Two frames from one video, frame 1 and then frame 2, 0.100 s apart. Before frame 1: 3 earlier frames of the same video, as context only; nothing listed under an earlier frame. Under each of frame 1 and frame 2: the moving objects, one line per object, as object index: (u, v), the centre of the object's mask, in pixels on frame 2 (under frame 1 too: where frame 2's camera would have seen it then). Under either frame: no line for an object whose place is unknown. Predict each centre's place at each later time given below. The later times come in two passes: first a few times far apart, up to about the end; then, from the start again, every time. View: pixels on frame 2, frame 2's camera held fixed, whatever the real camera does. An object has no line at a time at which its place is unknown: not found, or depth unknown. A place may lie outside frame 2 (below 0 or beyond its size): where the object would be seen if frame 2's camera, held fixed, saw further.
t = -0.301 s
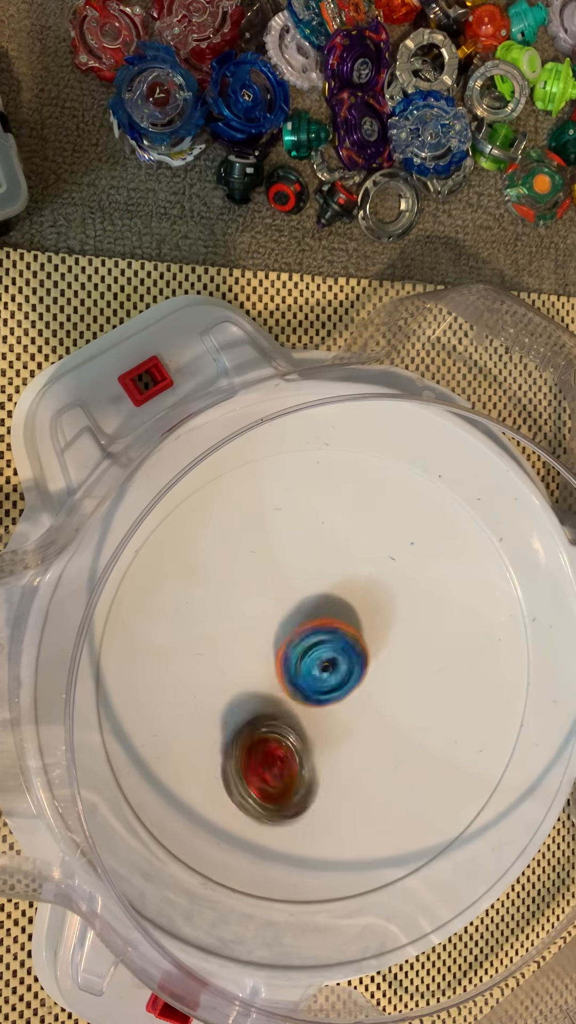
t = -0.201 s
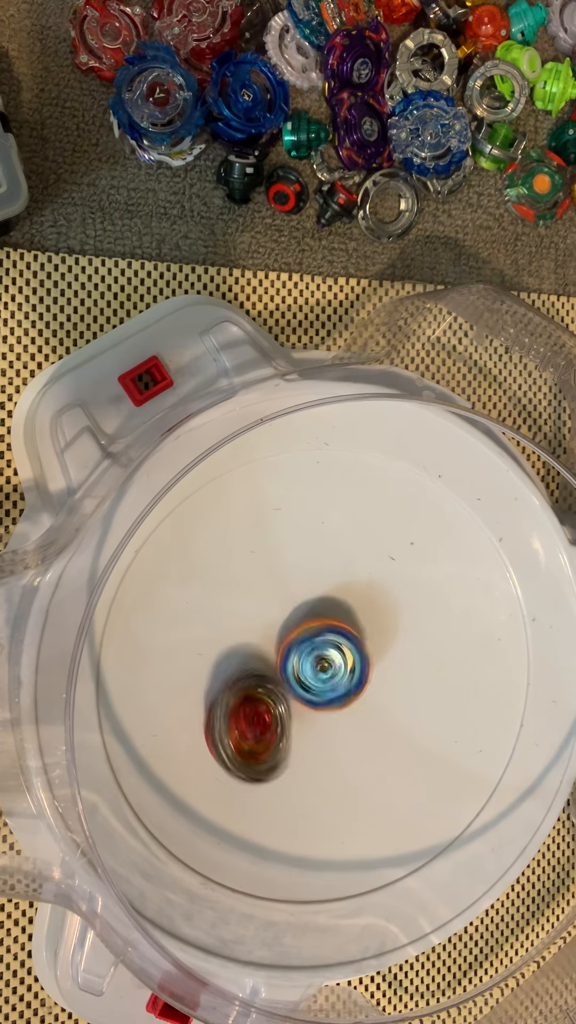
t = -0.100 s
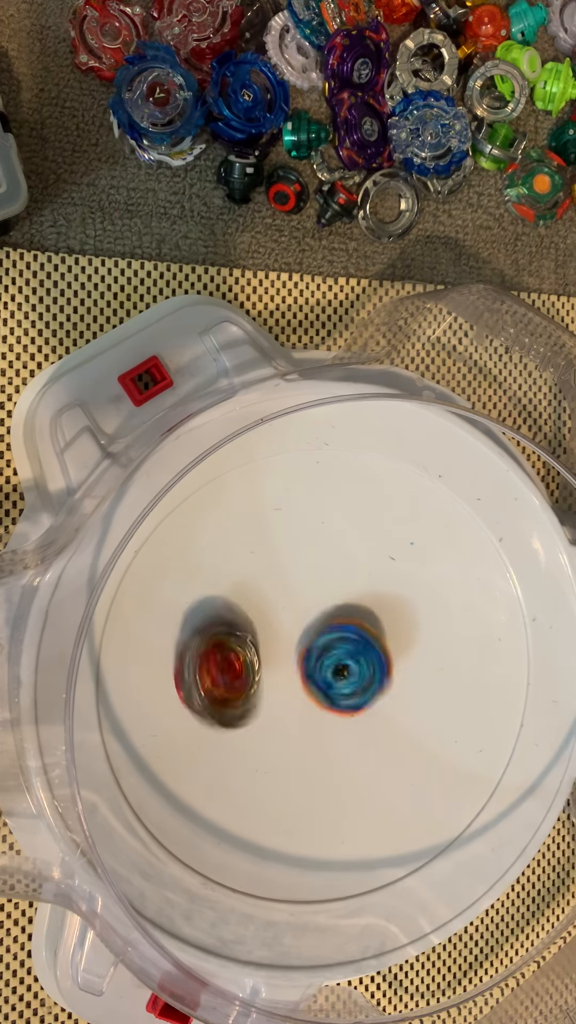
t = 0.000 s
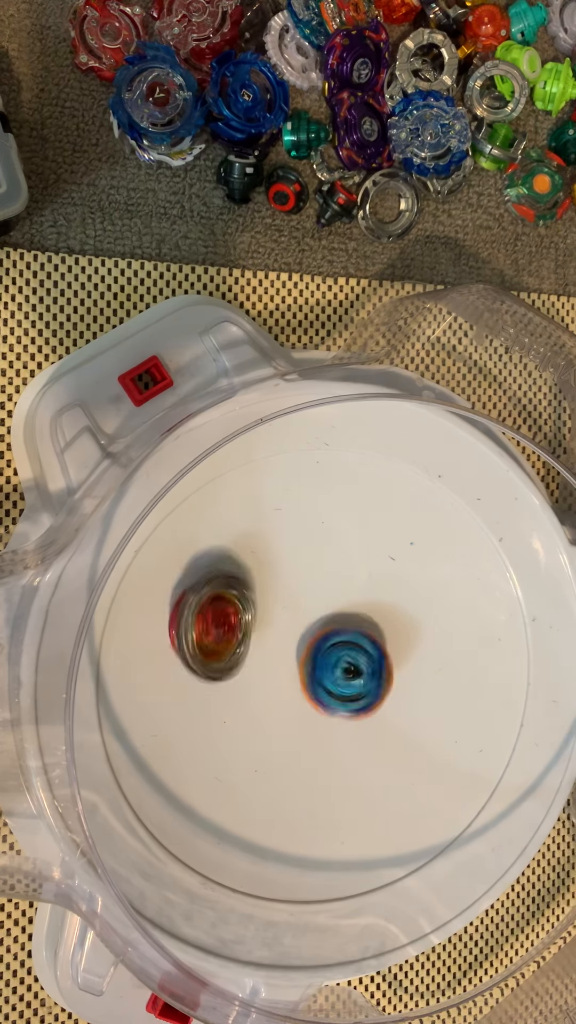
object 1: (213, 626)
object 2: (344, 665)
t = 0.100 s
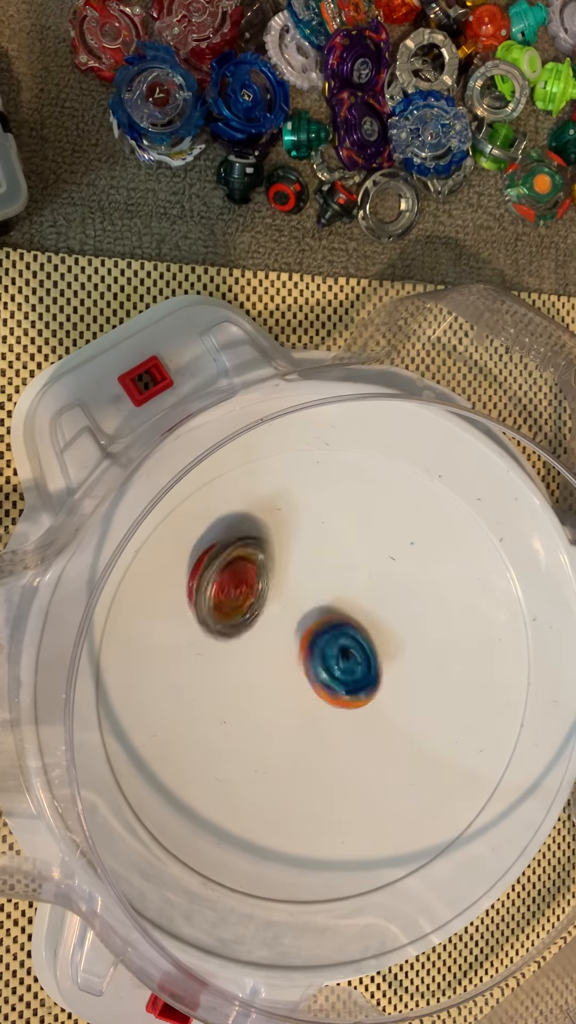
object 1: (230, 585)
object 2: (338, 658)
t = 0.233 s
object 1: (278, 560)
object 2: (330, 648)
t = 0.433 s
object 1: (370, 586)
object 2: (330, 662)
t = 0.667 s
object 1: (440, 681)
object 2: (318, 668)
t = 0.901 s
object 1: (406, 764)
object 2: (319, 660)
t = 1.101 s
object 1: (318, 771)
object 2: (327, 671)
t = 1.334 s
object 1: (228, 702)
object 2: (328, 657)
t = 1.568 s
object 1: (250, 614)
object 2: (316, 665)
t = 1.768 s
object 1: (326, 575)
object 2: (322, 673)
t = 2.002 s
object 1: (406, 612)
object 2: (315, 674)
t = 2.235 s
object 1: (419, 698)
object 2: (320, 669)
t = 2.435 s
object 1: (373, 752)
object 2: (322, 667)
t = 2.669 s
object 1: (280, 749)
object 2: (325, 637)
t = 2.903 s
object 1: (235, 691)
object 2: (337, 634)
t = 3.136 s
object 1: (282, 614)
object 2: (354, 648)
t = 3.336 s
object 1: (348, 595)
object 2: (370, 661)
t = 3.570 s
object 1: (399, 601)
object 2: (362, 667)
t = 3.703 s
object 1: (402, 613)
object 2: (352, 663)
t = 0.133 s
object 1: (241, 575)
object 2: (337, 655)
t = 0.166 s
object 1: (251, 567)
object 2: (334, 653)
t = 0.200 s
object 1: (263, 564)
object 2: (332, 650)
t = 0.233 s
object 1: (278, 560)
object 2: (330, 648)
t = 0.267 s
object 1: (291, 559)
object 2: (330, 646)
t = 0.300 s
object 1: (309, 561)
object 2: (331, 648)
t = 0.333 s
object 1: (322, 562)
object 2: (332, 649)
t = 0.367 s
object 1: (340, 569)
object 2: (332, 655)
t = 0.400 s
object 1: (355, 573)
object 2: (330, 658)
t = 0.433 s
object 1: (370, 586)
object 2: (330, 662)
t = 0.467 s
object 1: (385, 595)
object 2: (331, 662)
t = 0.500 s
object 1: (398, 606)
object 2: (332, 663)
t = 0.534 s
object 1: (412, 620)
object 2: (330, 667)
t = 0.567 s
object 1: (420, 635)
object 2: (327, 669)
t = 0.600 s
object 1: (430, 650)
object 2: (324, 669)
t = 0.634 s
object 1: (436, 664)
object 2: (321, 668)
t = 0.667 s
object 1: (440, 681)
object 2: (318, 668)
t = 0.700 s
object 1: (441, 695)
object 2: (316, 668)
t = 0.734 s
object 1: (442, 710)
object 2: (313, 666)
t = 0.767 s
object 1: (439, 724)
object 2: (313, 664)
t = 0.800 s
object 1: (434, 737)
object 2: (315, 661)
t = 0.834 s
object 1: (425, 746)
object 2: (317, 659)
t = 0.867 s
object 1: (418, 755)
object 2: (319, 659)
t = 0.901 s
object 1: (406, 764)
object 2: (319, 660)
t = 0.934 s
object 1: (394, 769)
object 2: (321, 660)
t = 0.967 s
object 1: (379, 772)
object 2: (324, 661)
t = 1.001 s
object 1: (367, 775)
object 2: (326, 662)
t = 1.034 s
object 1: (351, 778)
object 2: (327, 665)
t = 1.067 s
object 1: (336, 774)
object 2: (328, 669)
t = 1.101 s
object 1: (318, 771)
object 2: (327, 671)
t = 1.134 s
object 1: (304, 766)
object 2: (326, 672)
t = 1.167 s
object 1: (287, 760)
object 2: (327, 672)
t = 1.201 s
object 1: (273, 750)
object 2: (327, 671)
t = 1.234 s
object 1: (258, 739)
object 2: (329, 668)
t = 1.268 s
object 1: (247, 726)
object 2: (329, 663)
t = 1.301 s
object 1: (236, 716)
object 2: (330, 659)
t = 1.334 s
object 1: (228, 702)
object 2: (328, 657)
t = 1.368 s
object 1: (224, 690)
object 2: (327, 655)
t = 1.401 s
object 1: (222, 674)
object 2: (327, 654)
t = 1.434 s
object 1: (224, 663)
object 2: (326, 654)
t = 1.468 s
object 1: (225, 651)
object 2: (323, 656)
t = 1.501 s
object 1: (231, 637)
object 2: (320, 658)
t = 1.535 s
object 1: (237, 627)
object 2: (316, 661)
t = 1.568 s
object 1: (250, 614)
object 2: (316, 665)
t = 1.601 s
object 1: (258, 605)
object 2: (316, 671)
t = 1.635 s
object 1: (269, 595)
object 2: (316, 673)
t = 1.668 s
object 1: (284, 587)
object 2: (317, 675)
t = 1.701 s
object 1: (295, 580)
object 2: (318, 675)
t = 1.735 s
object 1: (311, 576)
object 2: (319, 674)
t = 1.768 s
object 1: (326, 575)
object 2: (322, 673)
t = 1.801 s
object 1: (338, 573)
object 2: (322, 672)
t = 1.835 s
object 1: (354, 574)
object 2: (322, 670)
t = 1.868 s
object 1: (366, 578)
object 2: (322, 671)
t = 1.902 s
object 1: (378, 582)
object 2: (321, 671)
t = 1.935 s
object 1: (389, 592)
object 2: (319, 672)
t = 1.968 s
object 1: (397, 602)
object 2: (316, 673)
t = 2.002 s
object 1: (406, 612)
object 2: (315, 674)
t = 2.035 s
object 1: (415, 623)
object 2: (316, 675)
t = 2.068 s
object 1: (420, 635)
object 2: (318, 676)
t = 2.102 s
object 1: (424, 646)
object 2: (320, 675)
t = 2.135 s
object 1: (425, 661)
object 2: (320, 673)
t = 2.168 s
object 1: (424, 673)
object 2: (321, 671)
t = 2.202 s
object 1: (423, 686)
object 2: (321, 669)
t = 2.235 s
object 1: (419, 698)
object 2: (320, 669)
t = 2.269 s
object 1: (416, 710)
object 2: (319, 669)
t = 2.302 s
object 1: (412, 722)
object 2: (319, 669)
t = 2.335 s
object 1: (402, 733)
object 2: (320, 669)
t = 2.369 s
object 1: (390, 741)
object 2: (321, 669)
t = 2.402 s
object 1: (382, 746)
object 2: (321, 668)
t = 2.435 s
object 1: (373, 752)
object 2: (322, 667)
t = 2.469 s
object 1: (361, 760)
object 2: (322, 666)
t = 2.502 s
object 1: (346, 760)
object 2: (322, 661)
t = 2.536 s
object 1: (335, 760)
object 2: (321, 657)
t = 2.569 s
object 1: (320, 761)
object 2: (321, 650)
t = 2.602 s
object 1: (304, 755)
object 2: (322, 645)
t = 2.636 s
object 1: (292, 752)
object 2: (324, 641)
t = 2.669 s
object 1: (280, 749)
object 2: (325, 637)
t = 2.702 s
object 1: (266, 744)
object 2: (327, 635)
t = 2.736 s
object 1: (256, 737)
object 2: (328, 633)
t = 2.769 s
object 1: (248, 731)
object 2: (330, 633)
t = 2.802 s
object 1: (242, 720)
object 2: (332, 632)
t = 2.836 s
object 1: (238, 708)
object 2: (333, 632)
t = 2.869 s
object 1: (236, 701)
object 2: (335, 633)
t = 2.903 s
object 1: (235, 691)
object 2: (337, 634)
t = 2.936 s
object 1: (236, 678)
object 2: (339, 636)
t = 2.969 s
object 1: (241, 664)
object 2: (340, 637)
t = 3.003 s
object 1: (247, 654)
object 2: (342, 638)
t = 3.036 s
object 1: (253, 643)
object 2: (344, 640)
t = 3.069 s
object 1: (264, 630)
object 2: (346, 643)
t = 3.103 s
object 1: (273, 622)
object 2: (350, 647)
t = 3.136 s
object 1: (282, 614)
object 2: (354, 648)
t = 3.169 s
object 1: (291, 608)
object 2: (358, 649)
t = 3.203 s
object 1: (304, 603)
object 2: (362, 651)
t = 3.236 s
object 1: (314, 602)
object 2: (366, 652)
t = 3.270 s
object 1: (324, 602)
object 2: (369, 653)
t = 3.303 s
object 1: (336, 600)
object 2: (370, 657)
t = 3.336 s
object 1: (348, 595)
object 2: (370, 661)
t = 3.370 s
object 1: (360, 594)
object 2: (371, 665)
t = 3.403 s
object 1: (369, 595)
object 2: (371, 667)
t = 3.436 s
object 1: (375, 596)
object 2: (369, 668)
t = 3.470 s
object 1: (383, 596)
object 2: (368, 669)
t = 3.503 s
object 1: (390, 597)
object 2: (366, 668)
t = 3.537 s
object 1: (395, 599)
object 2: (364, 668)
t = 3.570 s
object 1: (399, 601)
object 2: (362, 667)
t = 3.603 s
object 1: (401, 604)
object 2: (359, 666)
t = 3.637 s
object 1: (402, 608)
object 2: (356, 666)
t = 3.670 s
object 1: (402, 610)
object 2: (354, 665)
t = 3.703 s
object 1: (402, 613)
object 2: (352, 663)
